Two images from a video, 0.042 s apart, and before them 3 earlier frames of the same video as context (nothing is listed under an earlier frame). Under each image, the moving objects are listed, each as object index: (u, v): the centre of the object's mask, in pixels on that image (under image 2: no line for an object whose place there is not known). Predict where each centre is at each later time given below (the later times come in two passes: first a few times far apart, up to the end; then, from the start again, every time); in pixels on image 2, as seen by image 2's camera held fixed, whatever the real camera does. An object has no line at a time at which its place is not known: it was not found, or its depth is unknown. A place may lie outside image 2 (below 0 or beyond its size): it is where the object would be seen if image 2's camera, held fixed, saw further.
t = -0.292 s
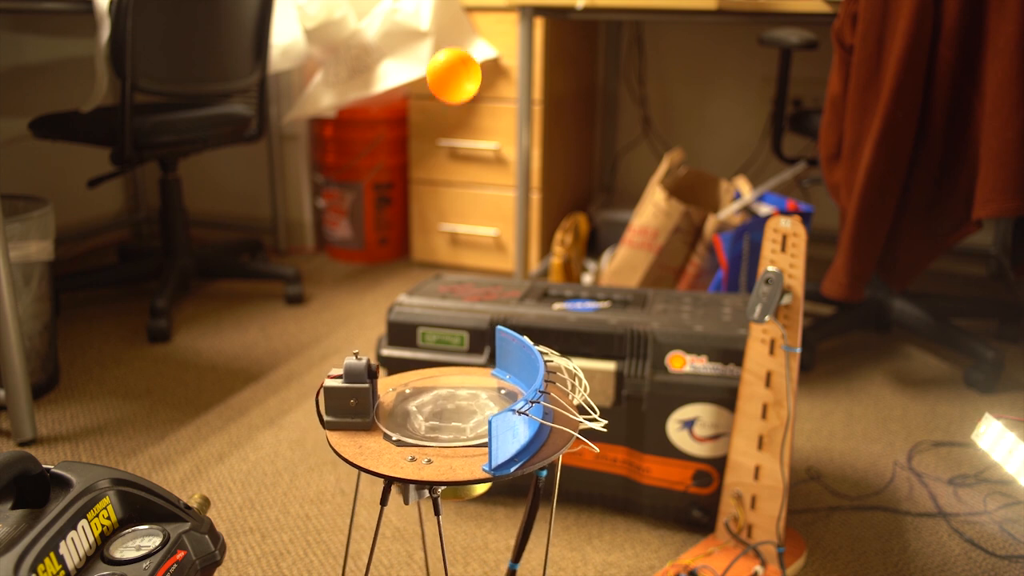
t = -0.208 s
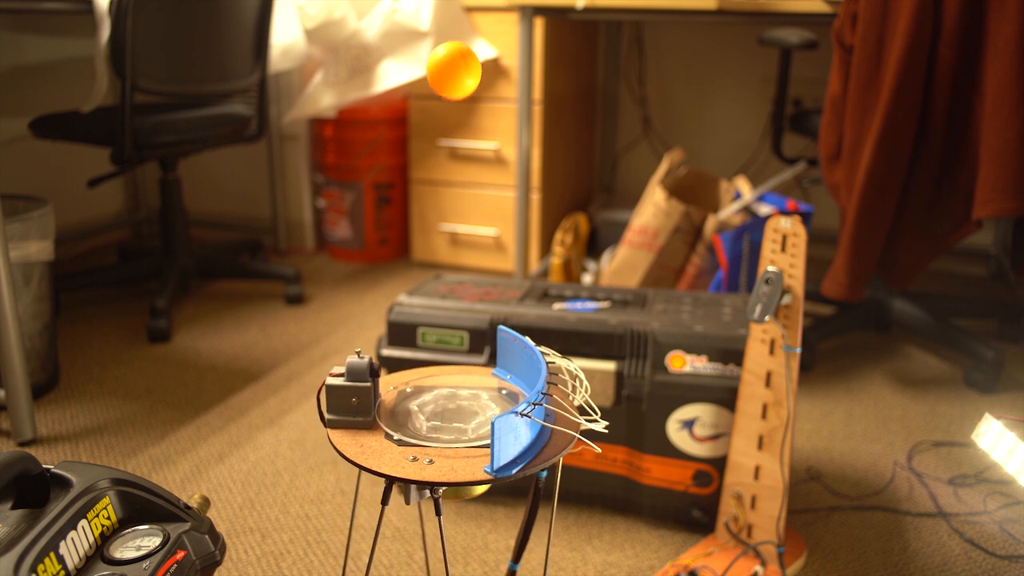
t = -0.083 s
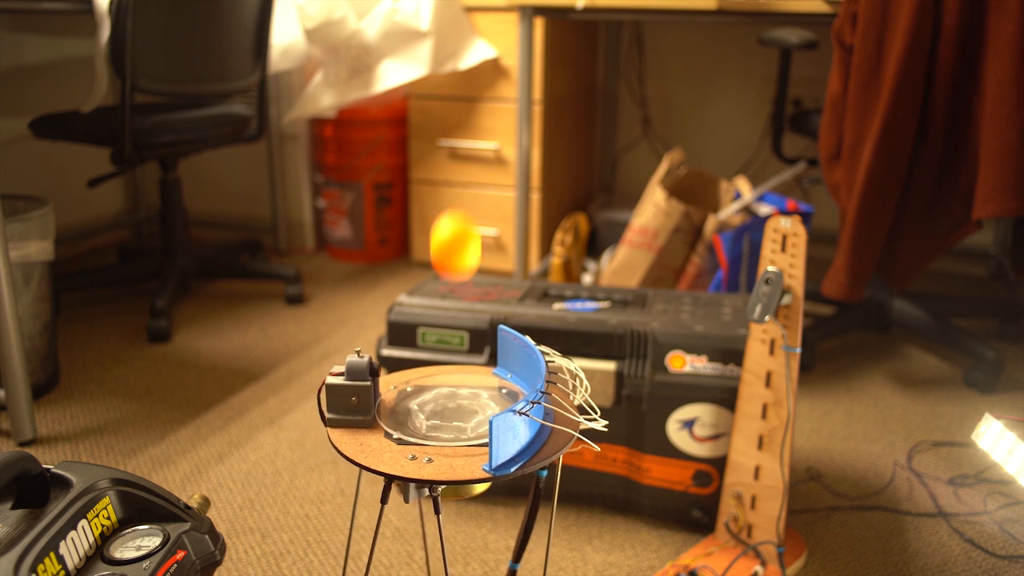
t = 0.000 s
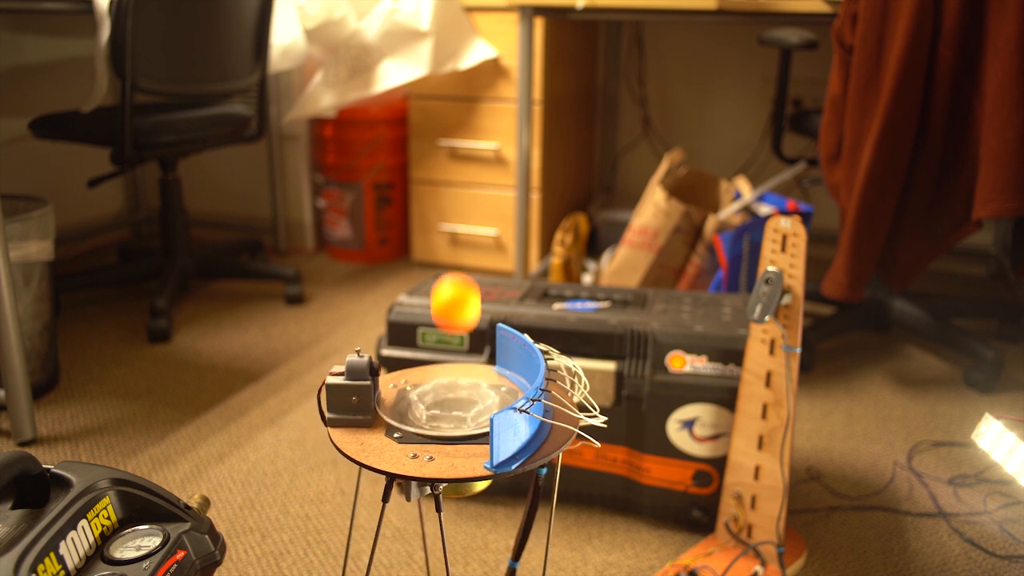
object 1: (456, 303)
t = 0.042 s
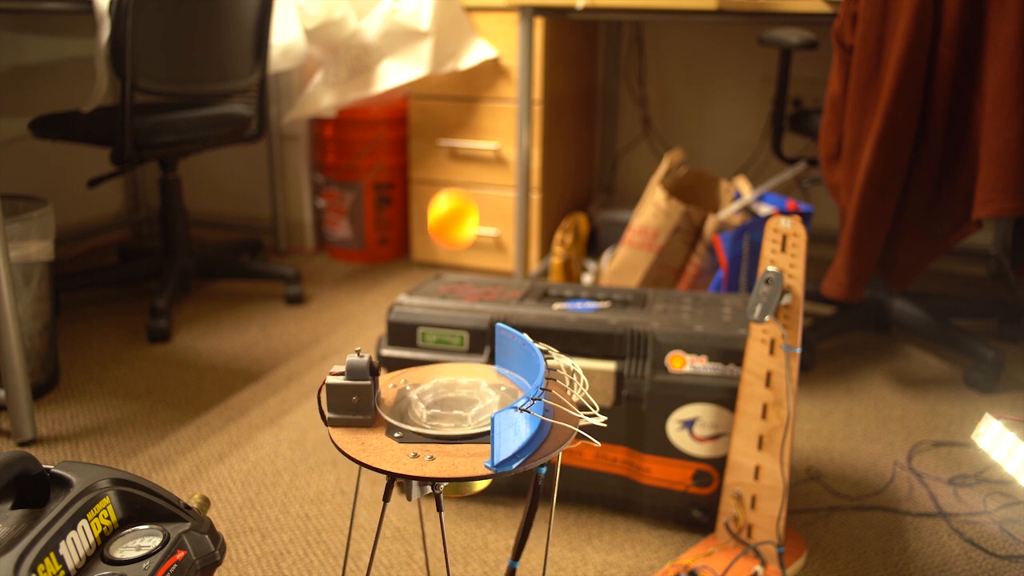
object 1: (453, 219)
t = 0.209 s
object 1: (448, 49)
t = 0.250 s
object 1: (448, 61)
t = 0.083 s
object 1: (451, 148)
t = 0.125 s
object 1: (450, 95)
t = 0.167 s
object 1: (449, 61)
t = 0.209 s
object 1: (448, 49)
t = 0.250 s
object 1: (448, 61)
